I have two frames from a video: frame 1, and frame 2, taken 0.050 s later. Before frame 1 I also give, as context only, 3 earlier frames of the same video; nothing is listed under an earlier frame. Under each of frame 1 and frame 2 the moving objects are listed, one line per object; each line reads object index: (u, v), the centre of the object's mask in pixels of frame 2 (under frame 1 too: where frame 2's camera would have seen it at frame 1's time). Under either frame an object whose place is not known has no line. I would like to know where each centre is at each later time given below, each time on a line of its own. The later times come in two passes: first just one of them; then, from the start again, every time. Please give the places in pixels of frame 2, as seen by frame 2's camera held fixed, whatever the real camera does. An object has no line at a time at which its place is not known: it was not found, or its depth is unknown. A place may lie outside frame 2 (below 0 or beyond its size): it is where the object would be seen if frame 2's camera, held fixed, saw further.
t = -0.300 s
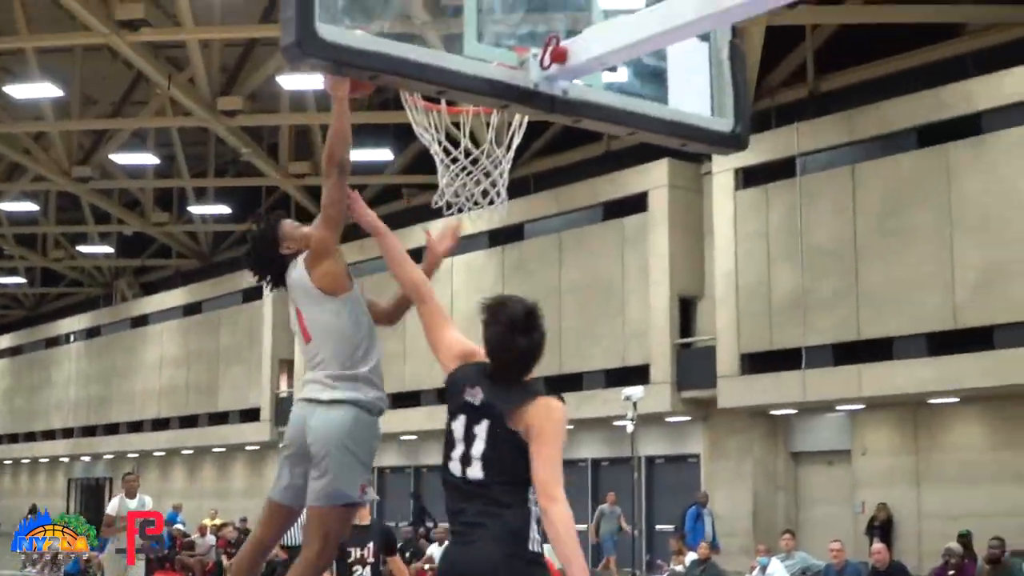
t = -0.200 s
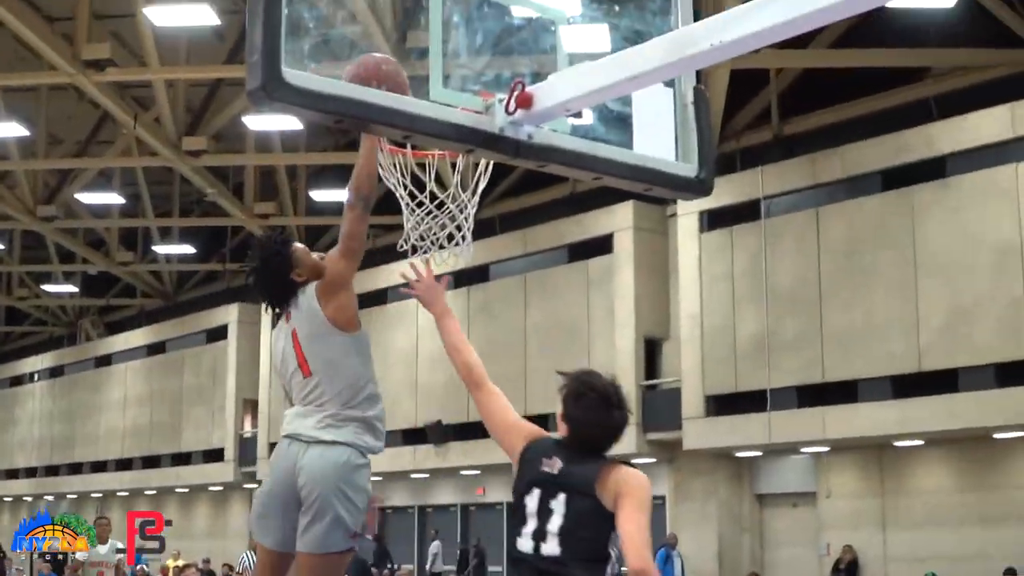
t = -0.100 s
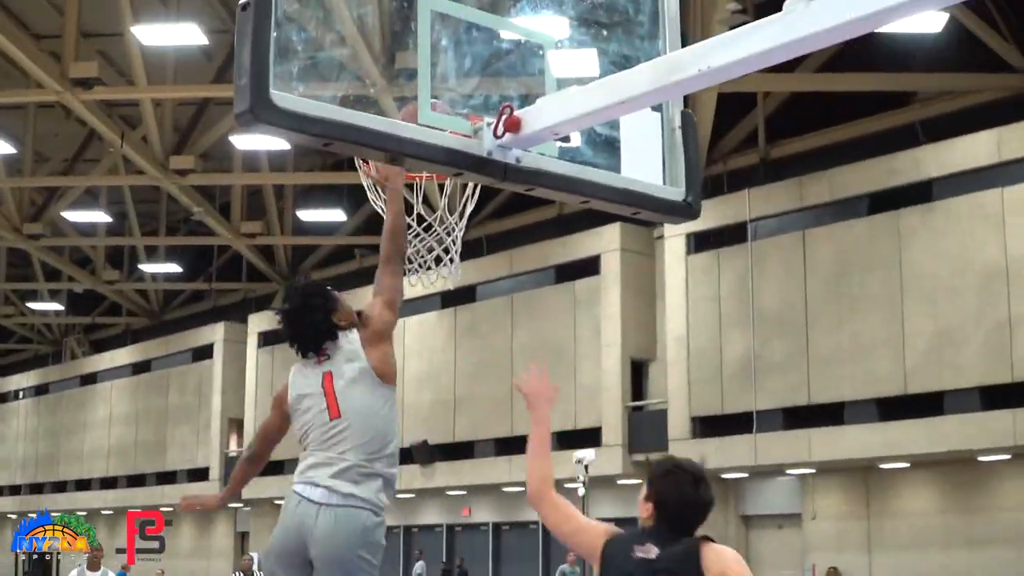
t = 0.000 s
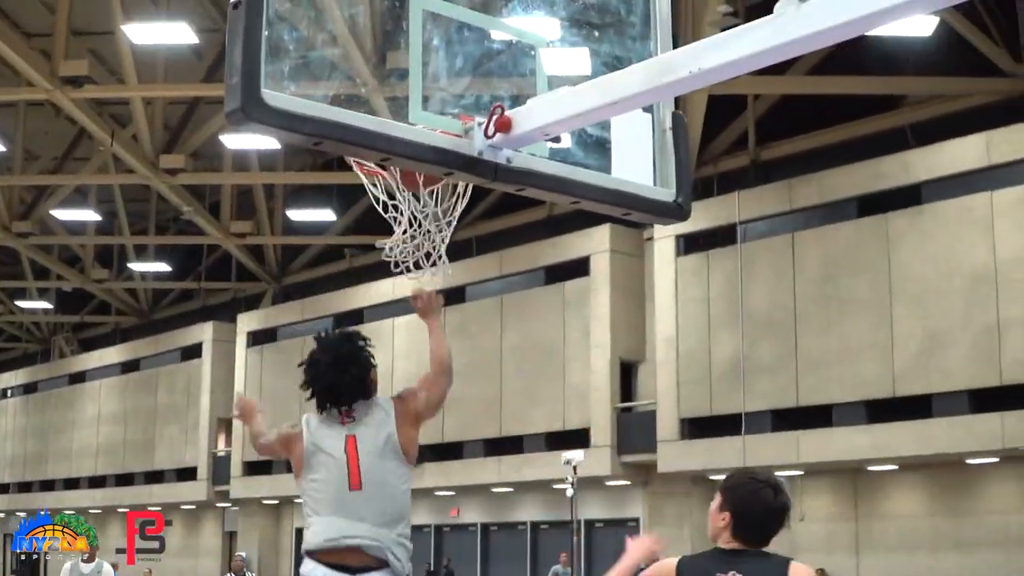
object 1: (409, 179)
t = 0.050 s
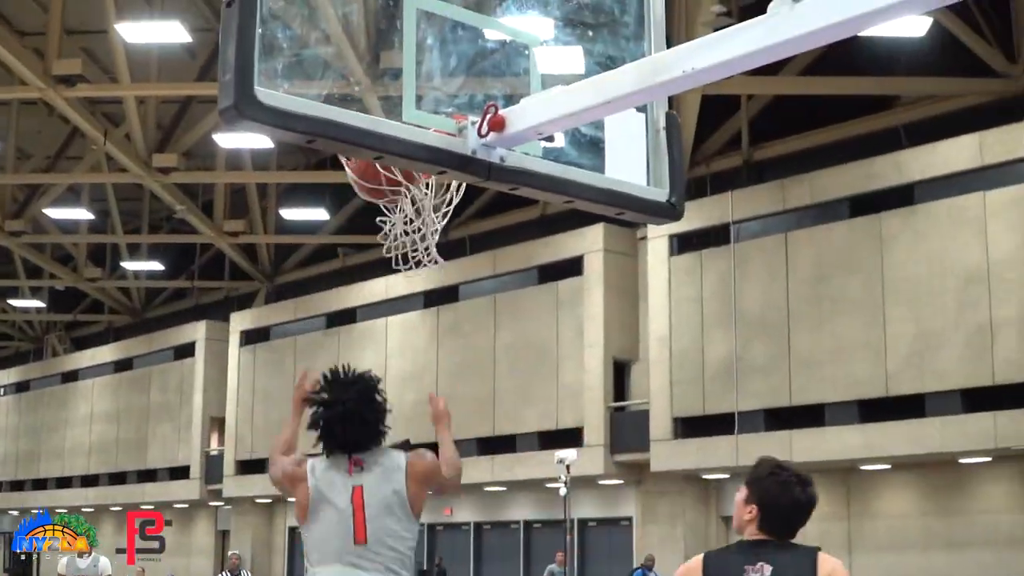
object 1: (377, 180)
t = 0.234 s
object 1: (338, 213)
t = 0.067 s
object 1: (369, 182)
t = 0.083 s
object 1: (360, 184)
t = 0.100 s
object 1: (354, 186)
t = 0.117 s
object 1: (351, 188)
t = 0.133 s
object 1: (347, 190)
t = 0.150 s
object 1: (343, 194)
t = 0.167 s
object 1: (342, 198)
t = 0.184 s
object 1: (338, 201)
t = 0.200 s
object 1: (339, 207)
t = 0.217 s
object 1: (338, 211)
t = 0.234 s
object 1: (338, 213)
